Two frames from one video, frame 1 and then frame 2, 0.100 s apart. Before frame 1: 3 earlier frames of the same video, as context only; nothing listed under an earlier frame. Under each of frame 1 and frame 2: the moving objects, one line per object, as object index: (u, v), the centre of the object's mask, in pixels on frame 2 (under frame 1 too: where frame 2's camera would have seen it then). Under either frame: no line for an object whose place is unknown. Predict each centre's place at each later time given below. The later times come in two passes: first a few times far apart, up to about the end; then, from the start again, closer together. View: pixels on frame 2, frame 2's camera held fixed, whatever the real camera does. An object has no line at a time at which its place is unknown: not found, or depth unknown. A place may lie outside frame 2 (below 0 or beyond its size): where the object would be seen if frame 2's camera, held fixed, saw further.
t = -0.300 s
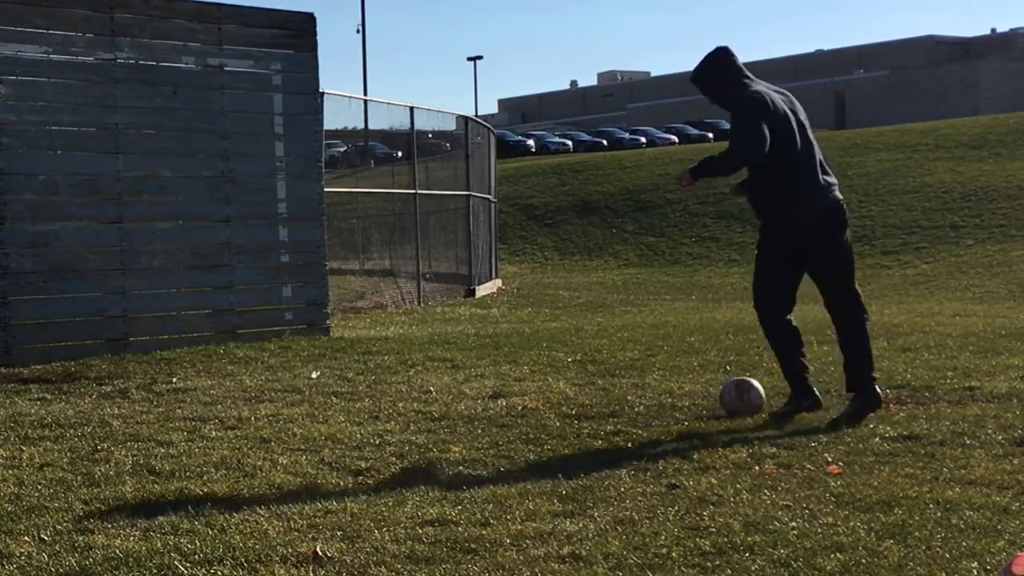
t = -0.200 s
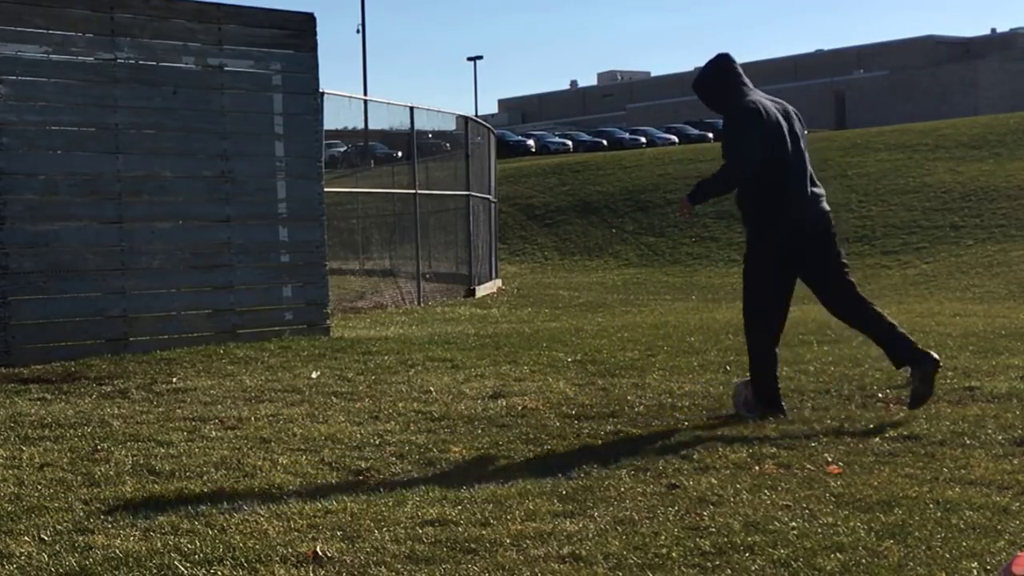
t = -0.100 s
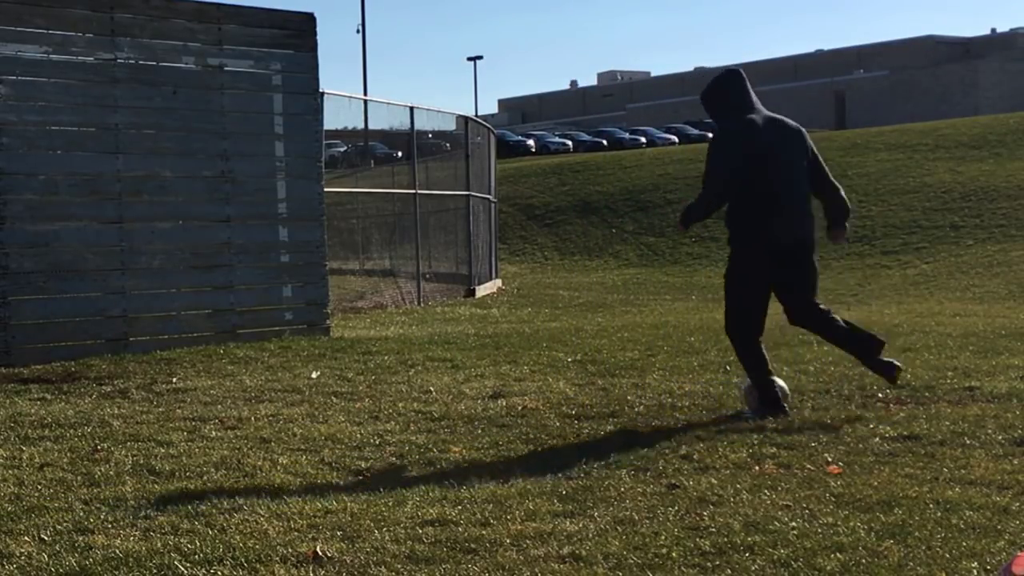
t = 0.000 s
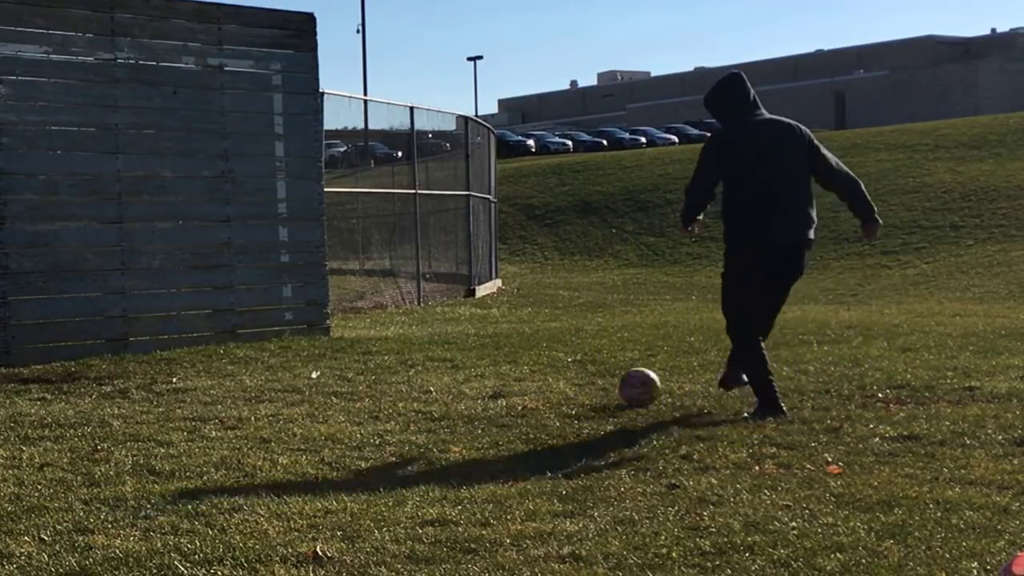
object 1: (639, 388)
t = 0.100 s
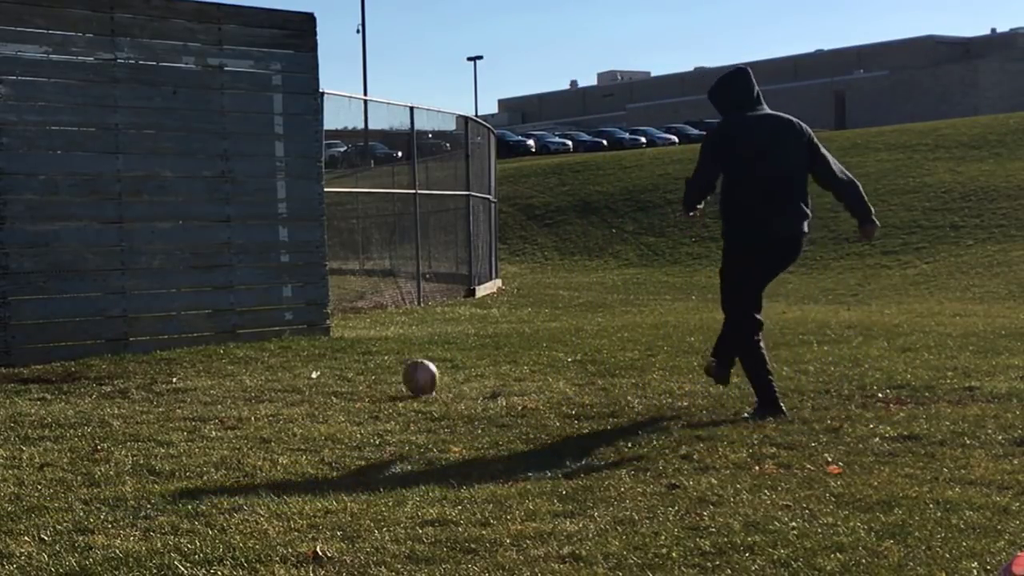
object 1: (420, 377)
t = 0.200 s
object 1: (246, 379)
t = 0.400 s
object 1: (7, 356)
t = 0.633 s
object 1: (115, 345)
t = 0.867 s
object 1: (279, 375)
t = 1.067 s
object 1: (405, 366)
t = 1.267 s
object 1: (532, 383)
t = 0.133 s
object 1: (358, 376)
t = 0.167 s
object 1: (300, 377)
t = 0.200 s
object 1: (246, 379)
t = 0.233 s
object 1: (197, 375)
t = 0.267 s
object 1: (154, 368)
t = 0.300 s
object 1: (112, 362)
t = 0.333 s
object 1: (74, 359)
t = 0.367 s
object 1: (38, 356)
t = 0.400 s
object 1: (7, 356)
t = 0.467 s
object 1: (9, 349)
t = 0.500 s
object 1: (25, 345)
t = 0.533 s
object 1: (49, 342)
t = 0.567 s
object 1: (69, 343)
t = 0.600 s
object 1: (91, 342)
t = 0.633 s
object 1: (115, 345)
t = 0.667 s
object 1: (138, 348)
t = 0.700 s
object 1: (161, 354)
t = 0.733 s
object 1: (185, 361)
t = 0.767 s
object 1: (211, 371)
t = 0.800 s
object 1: (237, 383)
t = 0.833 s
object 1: (260, 382)
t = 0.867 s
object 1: (279, 375)
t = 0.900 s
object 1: (299, 368)
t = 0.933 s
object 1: (319, 364)
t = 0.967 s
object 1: (340, 362)
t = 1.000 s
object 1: (361, 361)
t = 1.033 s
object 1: (383, 363)
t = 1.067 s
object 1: (405, 366)
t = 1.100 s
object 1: (428, 371)
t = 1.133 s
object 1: (451, 378)
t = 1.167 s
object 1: (475, 388)
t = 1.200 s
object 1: (498, 392)
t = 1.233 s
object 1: (514, 387)
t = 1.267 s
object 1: (532, 383)
